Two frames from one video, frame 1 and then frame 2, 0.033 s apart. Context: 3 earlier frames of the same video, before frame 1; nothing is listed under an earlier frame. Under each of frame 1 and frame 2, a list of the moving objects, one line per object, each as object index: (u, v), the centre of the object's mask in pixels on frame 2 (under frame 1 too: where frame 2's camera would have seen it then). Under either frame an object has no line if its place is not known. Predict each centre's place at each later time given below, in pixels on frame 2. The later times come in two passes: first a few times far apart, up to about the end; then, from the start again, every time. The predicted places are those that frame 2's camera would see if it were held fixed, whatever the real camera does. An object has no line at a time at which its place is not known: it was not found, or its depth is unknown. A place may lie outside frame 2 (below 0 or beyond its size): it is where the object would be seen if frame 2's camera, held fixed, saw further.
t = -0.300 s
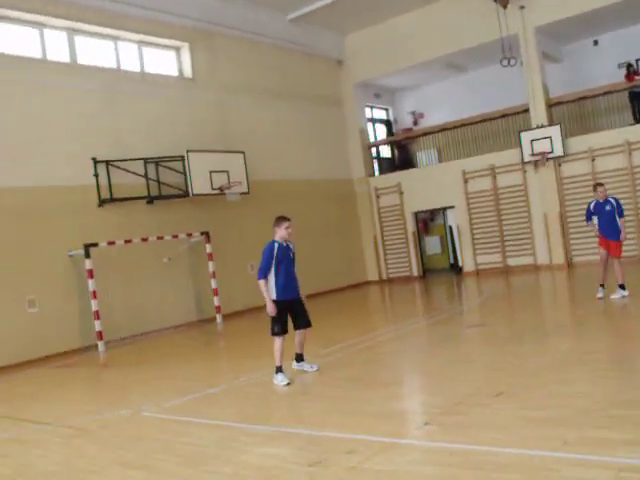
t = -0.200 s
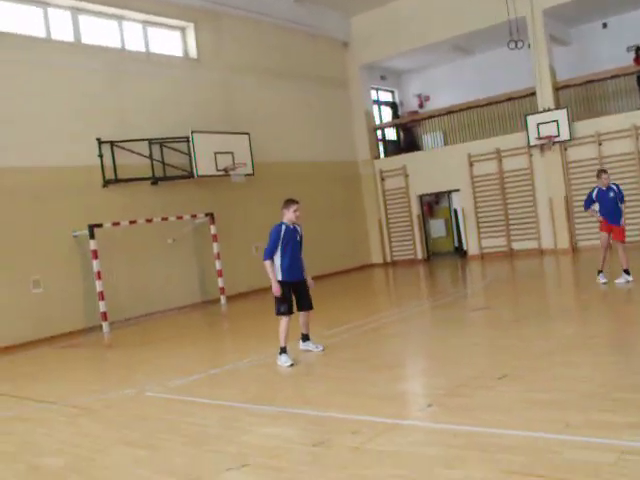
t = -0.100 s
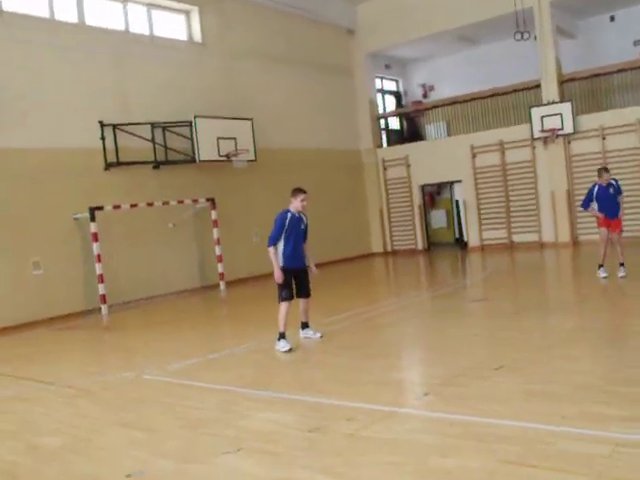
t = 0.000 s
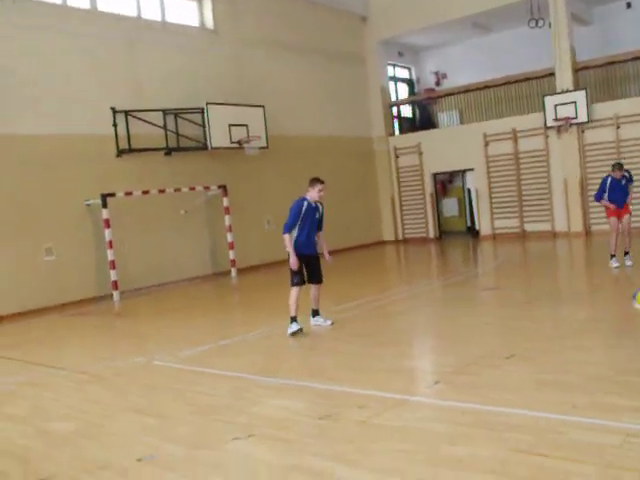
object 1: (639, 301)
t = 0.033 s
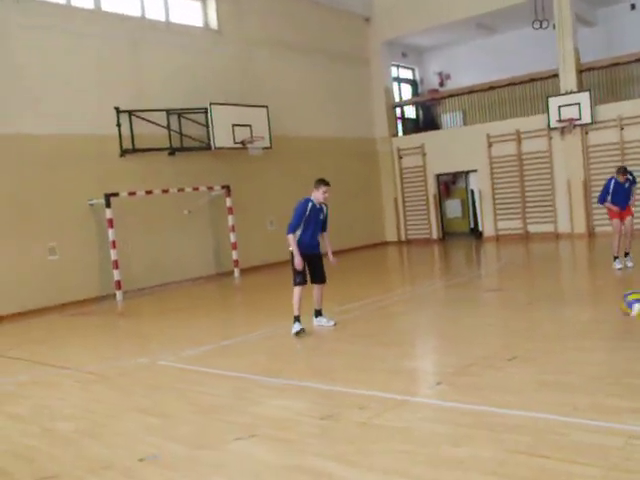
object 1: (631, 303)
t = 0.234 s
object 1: (535, 319)
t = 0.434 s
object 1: (463, 306)
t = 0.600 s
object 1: (412, 327)
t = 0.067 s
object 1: (619, 309)
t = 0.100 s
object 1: (603, 314)
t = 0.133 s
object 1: (589, 321)
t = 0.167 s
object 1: (576, 329)
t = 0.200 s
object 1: (549, 327)
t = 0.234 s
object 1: (535, 319)
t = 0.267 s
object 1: (522, 315)
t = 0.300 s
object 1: (509, 310)
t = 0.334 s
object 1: (499, 306)
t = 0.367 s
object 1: (486, 306)
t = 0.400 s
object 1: (475, 305)
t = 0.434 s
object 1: (463, 306)
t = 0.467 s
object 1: (452, 309)
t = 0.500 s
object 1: (442, 312)
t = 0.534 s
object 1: (432, 316)
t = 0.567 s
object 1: (422, 322)
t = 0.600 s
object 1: (412, 327)
